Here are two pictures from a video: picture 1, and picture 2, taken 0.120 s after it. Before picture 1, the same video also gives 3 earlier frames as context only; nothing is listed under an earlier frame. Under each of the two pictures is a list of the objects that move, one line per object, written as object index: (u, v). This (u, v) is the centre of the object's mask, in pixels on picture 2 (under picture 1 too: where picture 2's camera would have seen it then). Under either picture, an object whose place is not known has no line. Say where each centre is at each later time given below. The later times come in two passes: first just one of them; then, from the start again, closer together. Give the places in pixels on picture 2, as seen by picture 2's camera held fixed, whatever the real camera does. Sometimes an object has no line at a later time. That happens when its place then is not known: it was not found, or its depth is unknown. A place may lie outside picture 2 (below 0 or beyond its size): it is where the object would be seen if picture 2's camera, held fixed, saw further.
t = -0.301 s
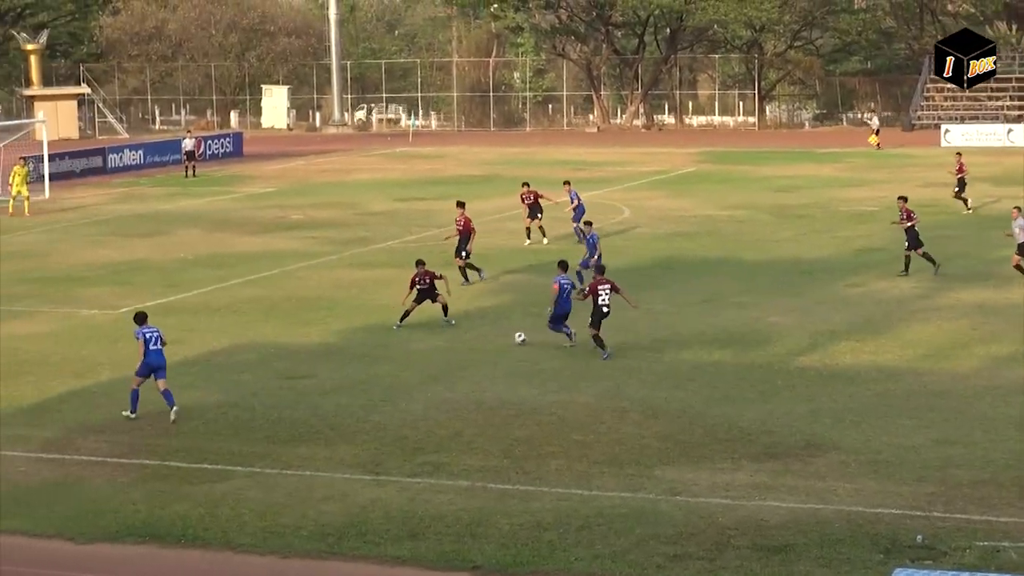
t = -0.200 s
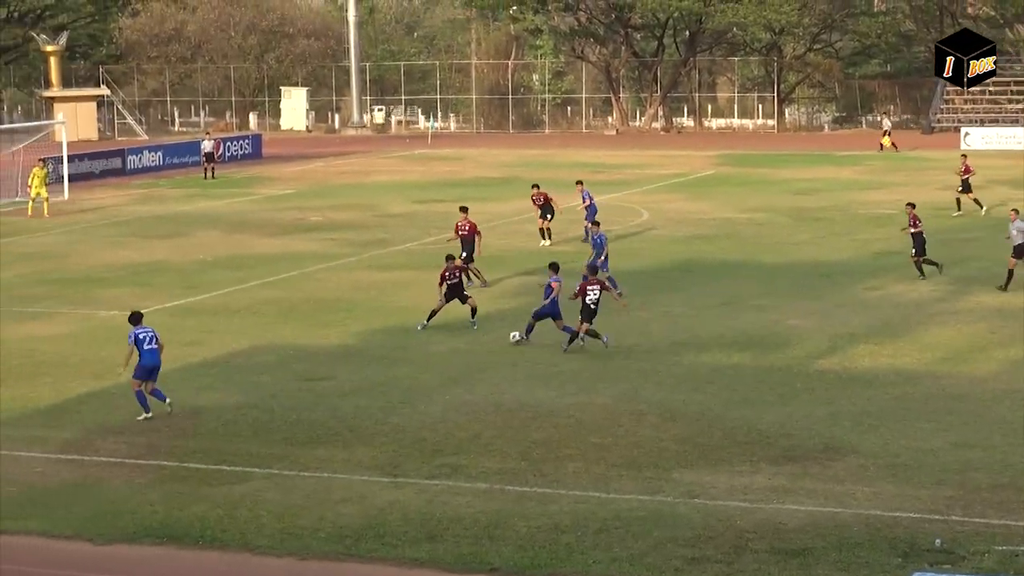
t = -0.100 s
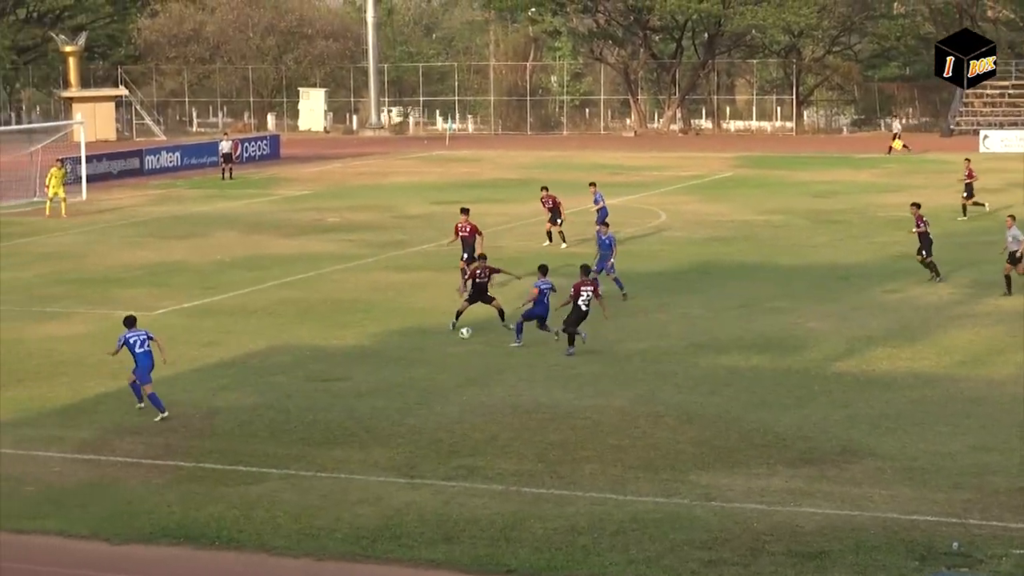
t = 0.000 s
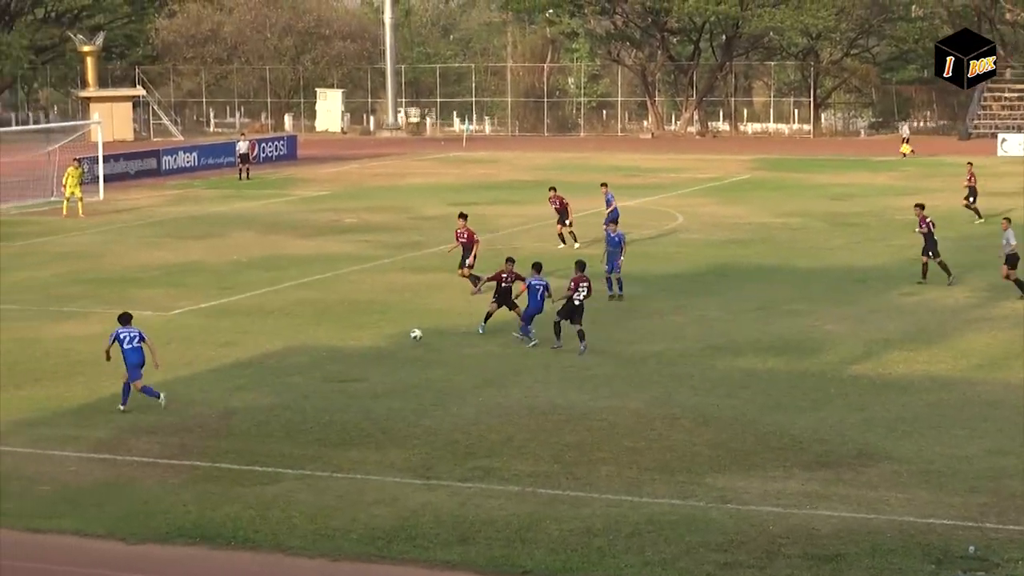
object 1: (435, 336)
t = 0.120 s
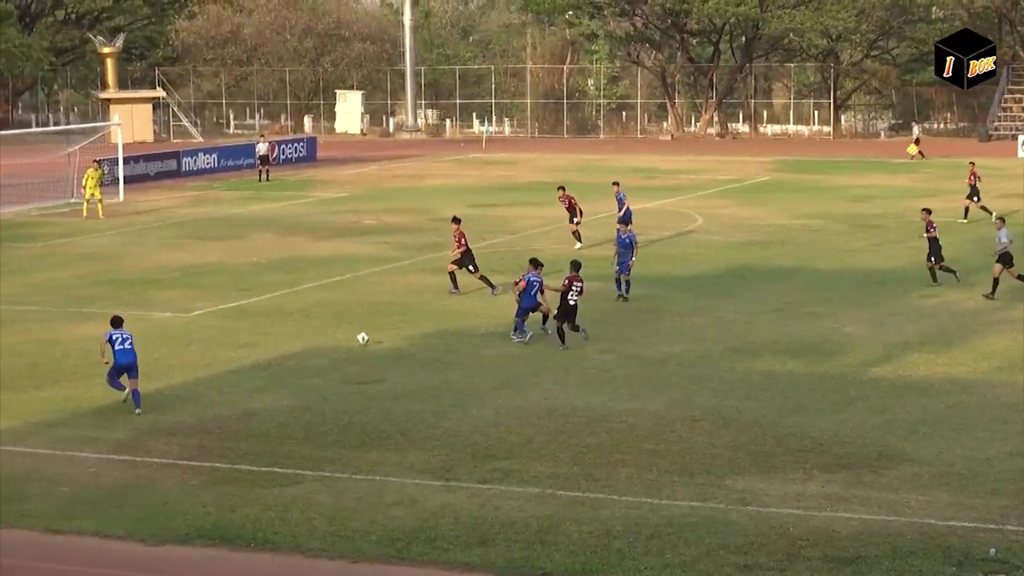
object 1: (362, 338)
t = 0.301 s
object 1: (274, 329)
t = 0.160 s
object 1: (342, 335)
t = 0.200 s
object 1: (323, 332)
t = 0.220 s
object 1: (313, 331)
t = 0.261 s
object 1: (293, 330)
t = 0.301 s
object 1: (274, 329)
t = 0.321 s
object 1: (264, 330)
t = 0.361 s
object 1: (245, 331)
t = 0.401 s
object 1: (225, 333)
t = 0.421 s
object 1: (216, 334)
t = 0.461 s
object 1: (196, 336)
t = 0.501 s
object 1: (182, 332)
